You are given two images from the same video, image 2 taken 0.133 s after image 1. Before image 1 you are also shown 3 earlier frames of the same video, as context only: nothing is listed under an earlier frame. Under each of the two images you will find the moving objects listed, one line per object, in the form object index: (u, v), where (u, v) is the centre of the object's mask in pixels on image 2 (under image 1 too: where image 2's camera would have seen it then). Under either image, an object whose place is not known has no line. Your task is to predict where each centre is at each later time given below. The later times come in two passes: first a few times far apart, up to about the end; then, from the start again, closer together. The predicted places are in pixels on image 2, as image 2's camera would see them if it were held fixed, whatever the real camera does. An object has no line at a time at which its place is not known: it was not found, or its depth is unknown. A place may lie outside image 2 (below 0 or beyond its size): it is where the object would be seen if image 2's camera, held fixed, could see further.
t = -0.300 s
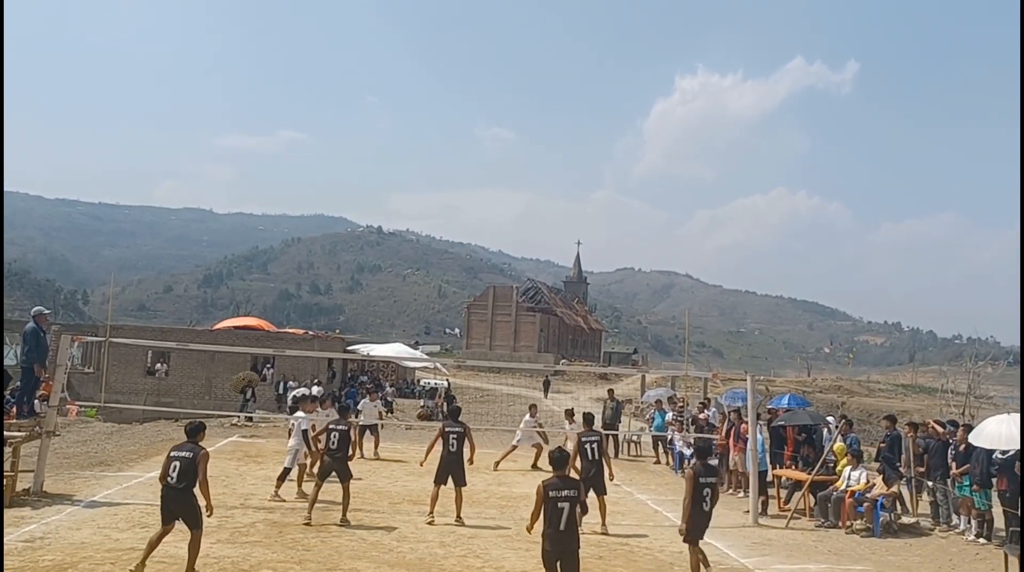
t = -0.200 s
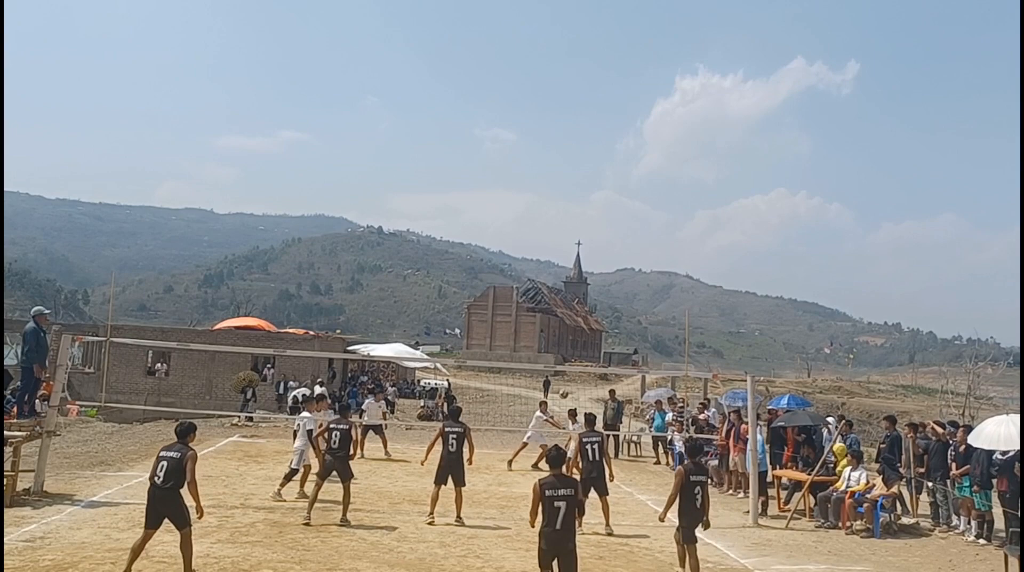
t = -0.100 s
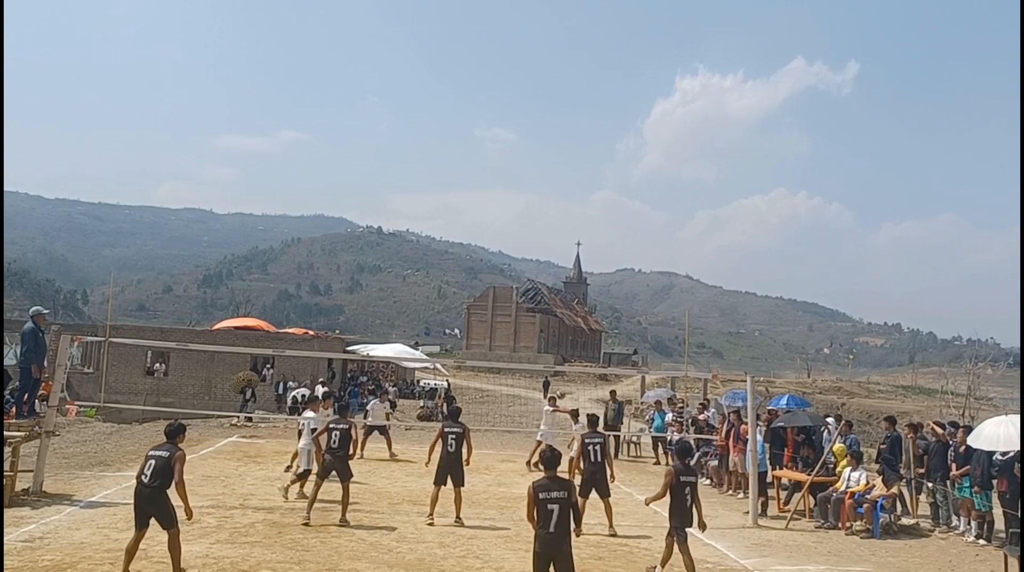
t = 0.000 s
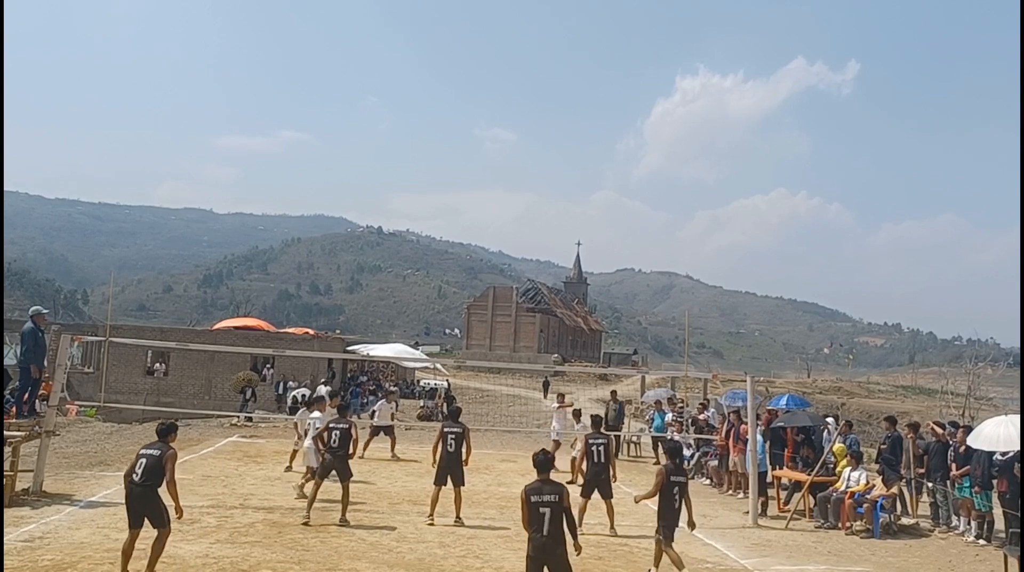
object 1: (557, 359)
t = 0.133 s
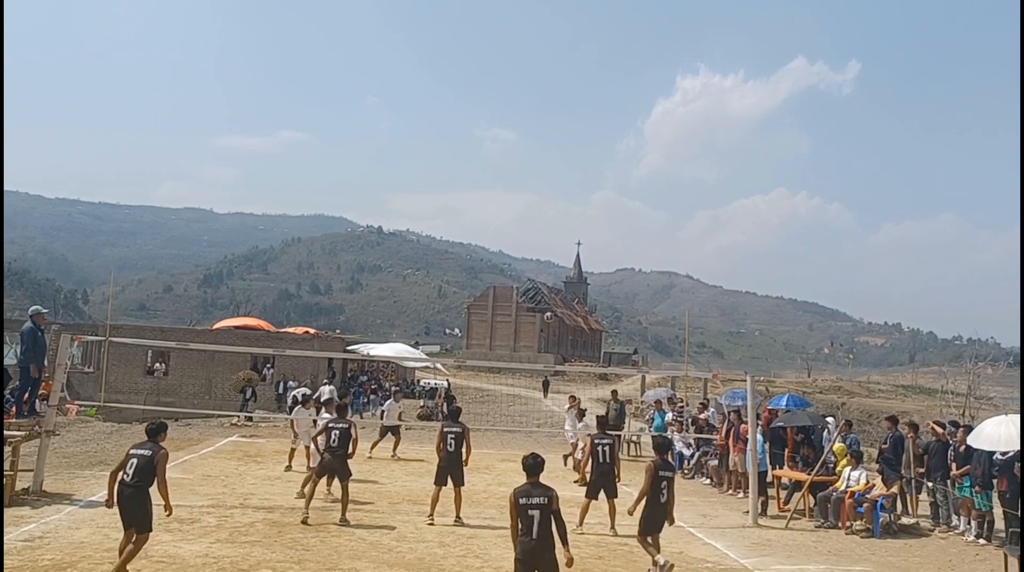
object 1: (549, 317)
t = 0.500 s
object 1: (524, 242)
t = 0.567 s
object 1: (519, 235)
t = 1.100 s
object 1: (473, 254)
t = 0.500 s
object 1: (524, 242)
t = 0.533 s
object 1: (522, 238)
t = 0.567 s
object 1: (519, 235)
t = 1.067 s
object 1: (476, 249)
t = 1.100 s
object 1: (473, 254)
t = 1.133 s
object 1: (469, 259)
